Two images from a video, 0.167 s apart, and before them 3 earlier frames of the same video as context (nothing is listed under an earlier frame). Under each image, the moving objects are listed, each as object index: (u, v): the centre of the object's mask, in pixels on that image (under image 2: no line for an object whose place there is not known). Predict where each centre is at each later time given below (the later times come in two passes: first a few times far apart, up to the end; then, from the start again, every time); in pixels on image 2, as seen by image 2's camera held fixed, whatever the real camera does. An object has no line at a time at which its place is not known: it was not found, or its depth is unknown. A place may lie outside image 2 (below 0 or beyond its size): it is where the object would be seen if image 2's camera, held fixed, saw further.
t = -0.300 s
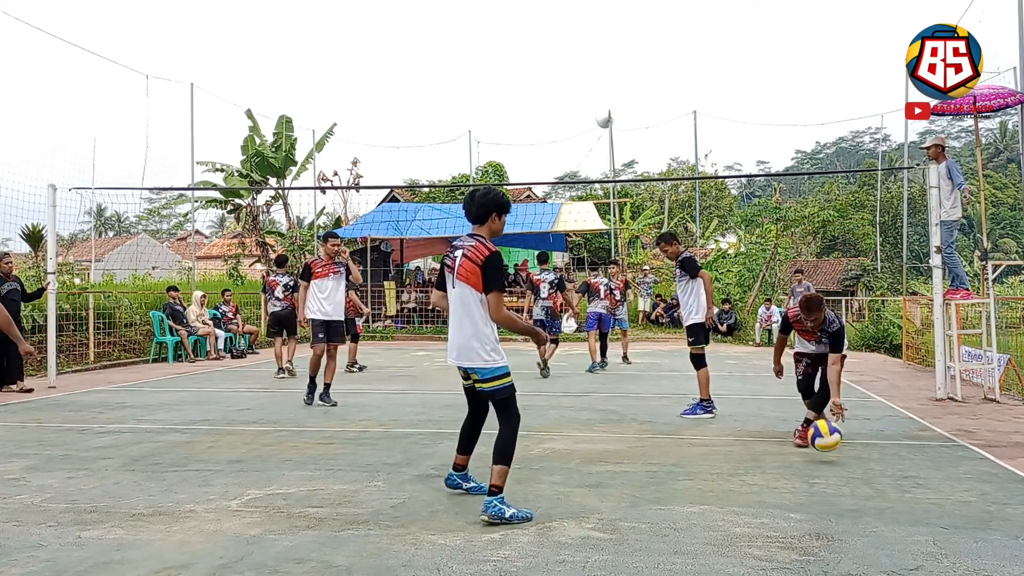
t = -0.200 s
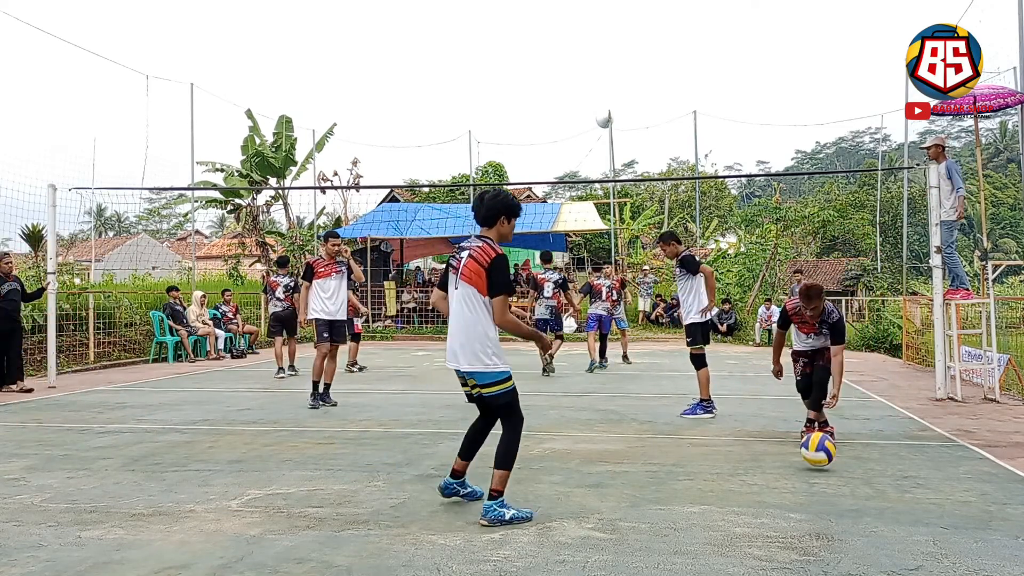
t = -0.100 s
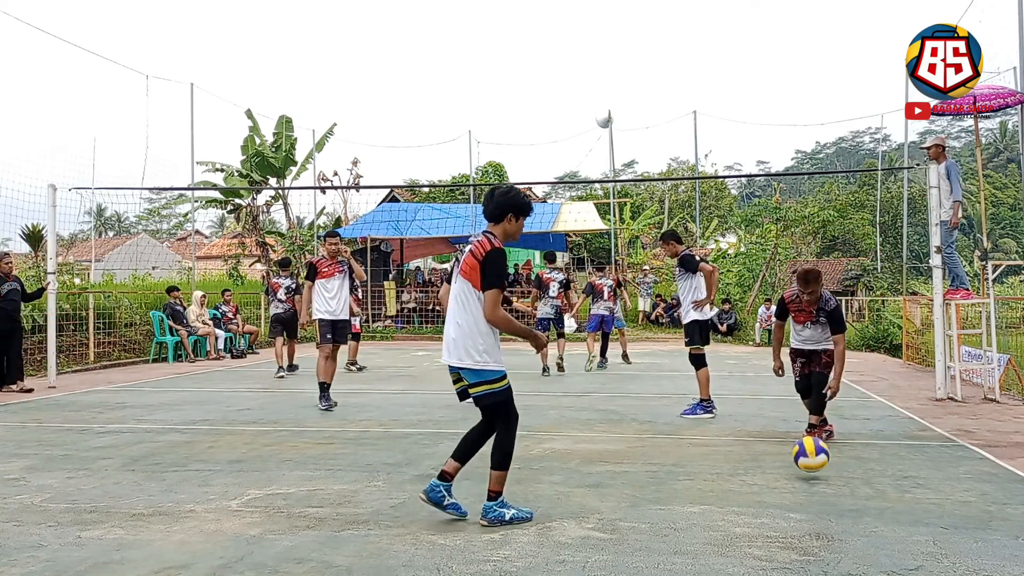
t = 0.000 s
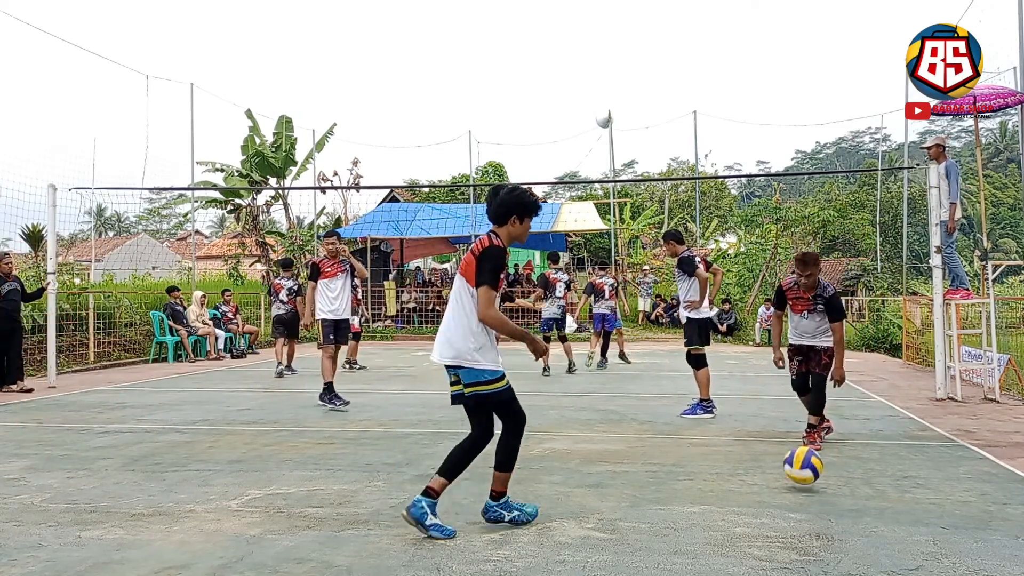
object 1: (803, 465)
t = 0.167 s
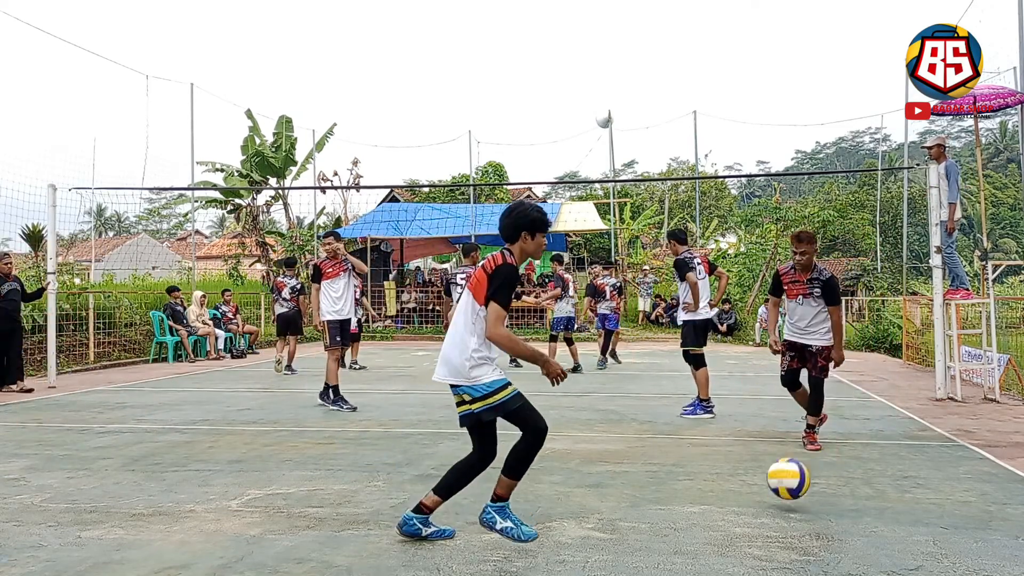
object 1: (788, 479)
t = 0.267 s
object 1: (779, 499)
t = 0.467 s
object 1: (755, 530)
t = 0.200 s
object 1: (785, 485)
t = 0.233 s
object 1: (782, 494)
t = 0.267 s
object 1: (779, 499)
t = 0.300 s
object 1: (775, 498)
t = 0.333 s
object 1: (771, 499)
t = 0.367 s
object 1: (768, 503)
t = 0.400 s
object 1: (764, 509)
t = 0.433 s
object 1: (760, 518)
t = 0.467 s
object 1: (755, 530)
